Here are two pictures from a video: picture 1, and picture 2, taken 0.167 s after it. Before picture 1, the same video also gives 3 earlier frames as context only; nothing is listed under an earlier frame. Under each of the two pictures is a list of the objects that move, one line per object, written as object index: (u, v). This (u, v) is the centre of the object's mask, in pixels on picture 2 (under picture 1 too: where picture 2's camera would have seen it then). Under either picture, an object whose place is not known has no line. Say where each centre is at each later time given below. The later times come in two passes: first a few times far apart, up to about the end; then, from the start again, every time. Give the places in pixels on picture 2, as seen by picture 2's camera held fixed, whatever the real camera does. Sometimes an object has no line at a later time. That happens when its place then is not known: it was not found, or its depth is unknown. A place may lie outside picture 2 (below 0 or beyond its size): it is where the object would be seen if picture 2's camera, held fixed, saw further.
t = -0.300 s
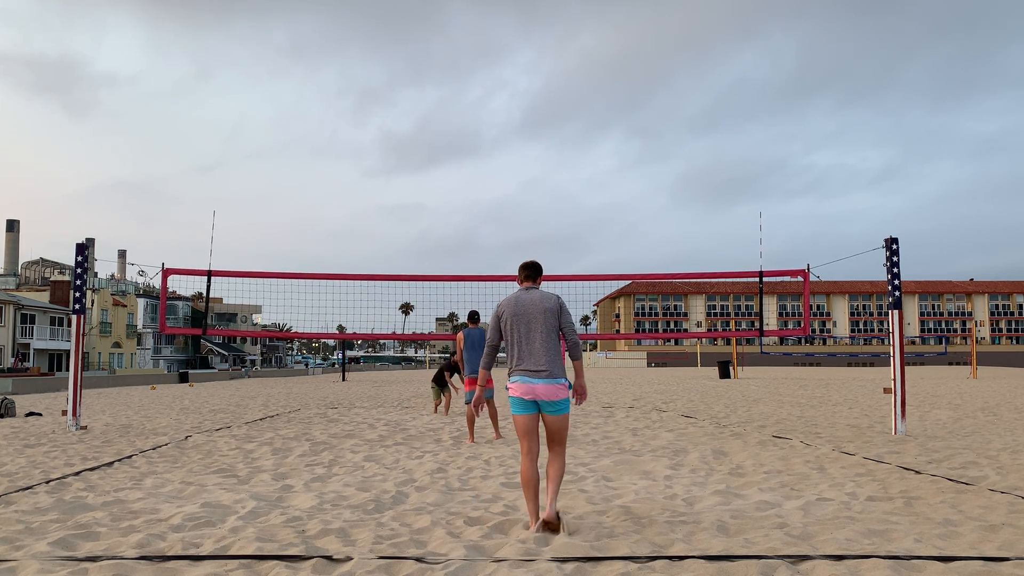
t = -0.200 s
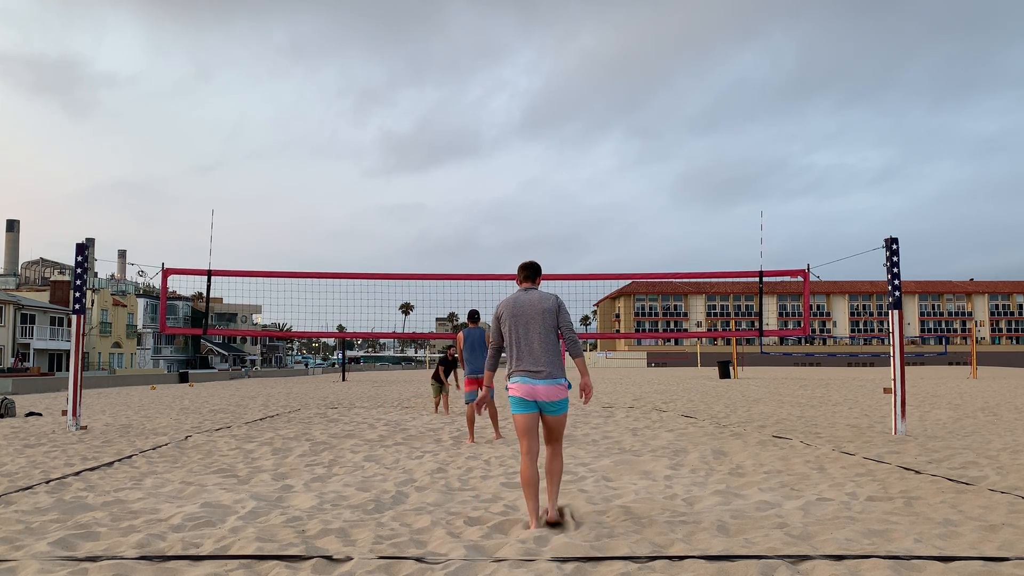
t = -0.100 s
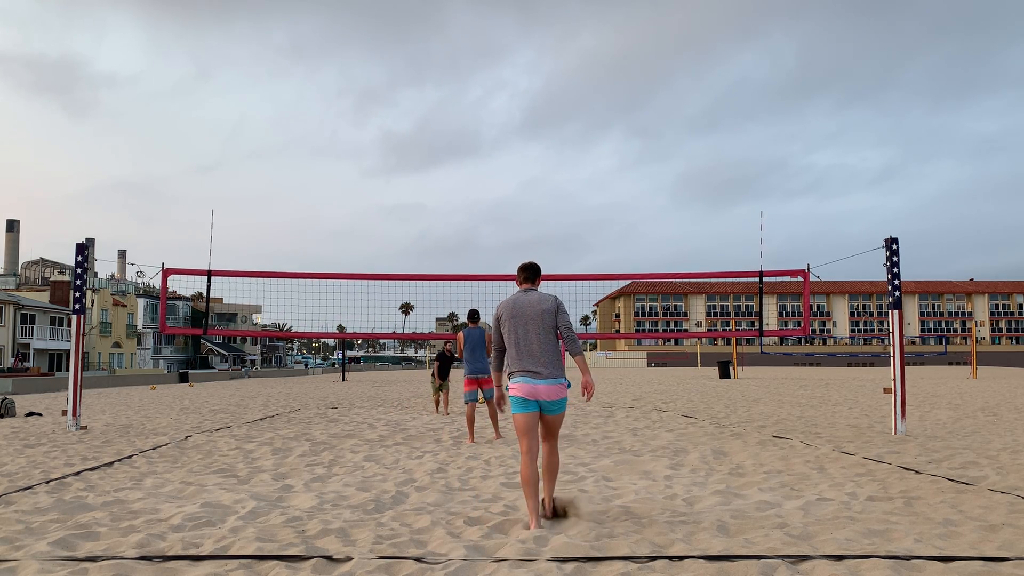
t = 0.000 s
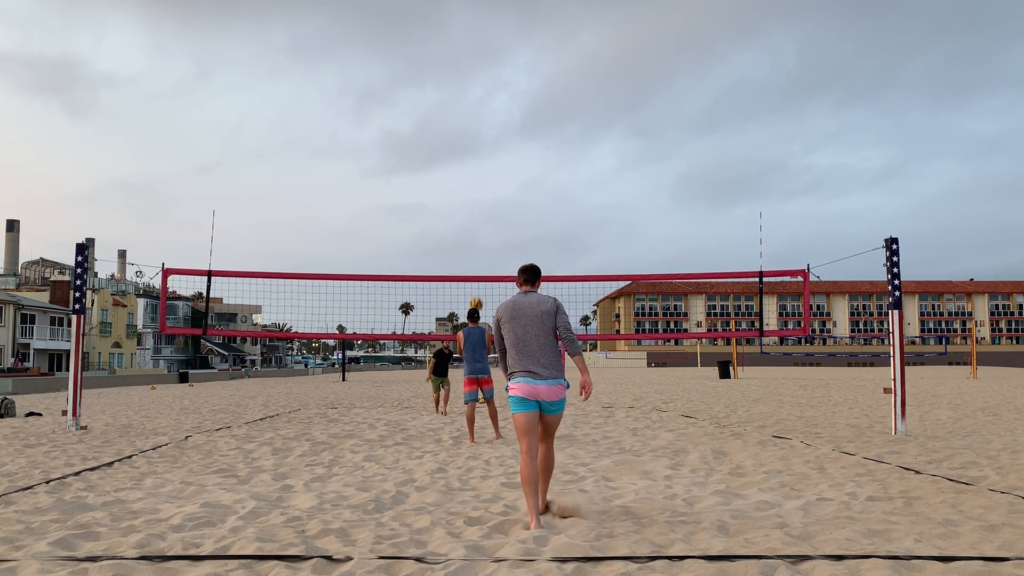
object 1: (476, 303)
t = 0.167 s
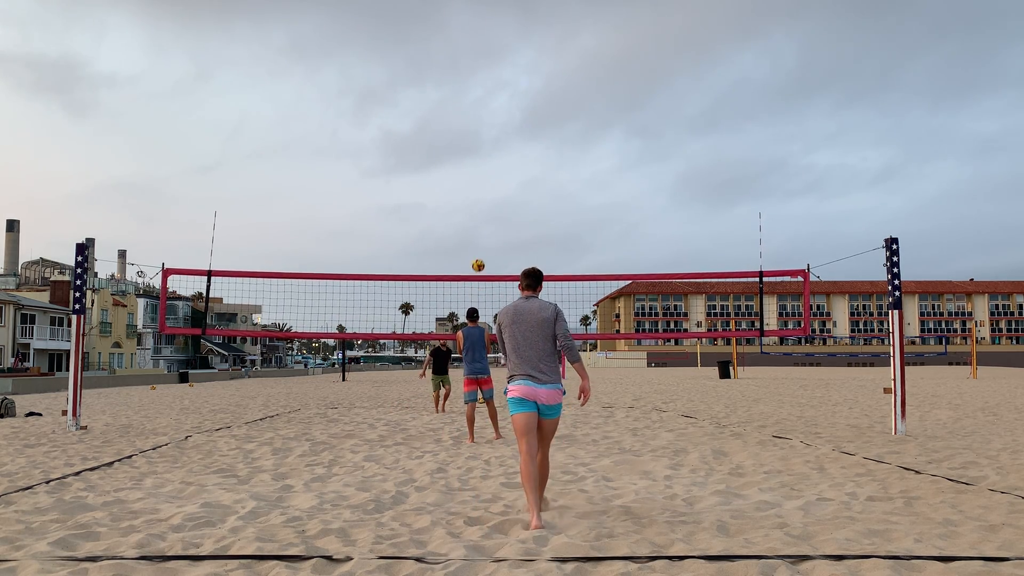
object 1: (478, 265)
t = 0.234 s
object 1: (479, 256)
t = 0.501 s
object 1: (481, 244)
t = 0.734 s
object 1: (483, 265)
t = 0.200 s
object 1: (478, 260)
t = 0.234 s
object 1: (479, 256)
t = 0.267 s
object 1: (479, 252)
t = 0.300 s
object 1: (479, 249)
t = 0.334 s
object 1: (480, 246)
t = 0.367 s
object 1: (480, 244)
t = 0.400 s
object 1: (480, 243)
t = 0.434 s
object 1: (481, 243)
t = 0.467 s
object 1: (481, 243)
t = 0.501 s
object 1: (481, 244)
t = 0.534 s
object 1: (481, 245)
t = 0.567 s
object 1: (482, 247)
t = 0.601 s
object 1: (482, 249)
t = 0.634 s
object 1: (482, 252)
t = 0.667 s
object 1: (483, 256)
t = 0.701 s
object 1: (483, 260)
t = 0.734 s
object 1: (483, 265)
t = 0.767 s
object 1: (483, 269)
